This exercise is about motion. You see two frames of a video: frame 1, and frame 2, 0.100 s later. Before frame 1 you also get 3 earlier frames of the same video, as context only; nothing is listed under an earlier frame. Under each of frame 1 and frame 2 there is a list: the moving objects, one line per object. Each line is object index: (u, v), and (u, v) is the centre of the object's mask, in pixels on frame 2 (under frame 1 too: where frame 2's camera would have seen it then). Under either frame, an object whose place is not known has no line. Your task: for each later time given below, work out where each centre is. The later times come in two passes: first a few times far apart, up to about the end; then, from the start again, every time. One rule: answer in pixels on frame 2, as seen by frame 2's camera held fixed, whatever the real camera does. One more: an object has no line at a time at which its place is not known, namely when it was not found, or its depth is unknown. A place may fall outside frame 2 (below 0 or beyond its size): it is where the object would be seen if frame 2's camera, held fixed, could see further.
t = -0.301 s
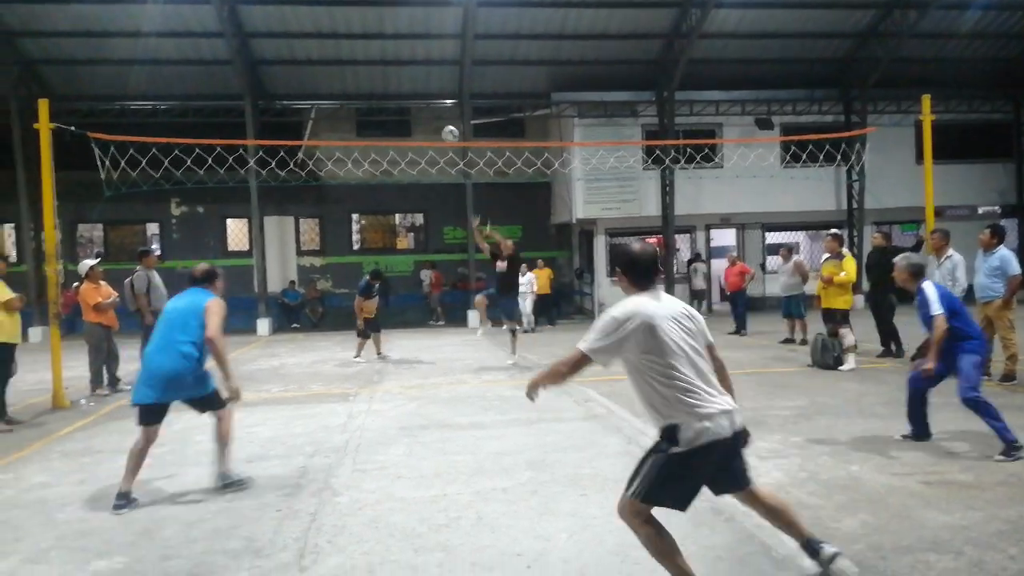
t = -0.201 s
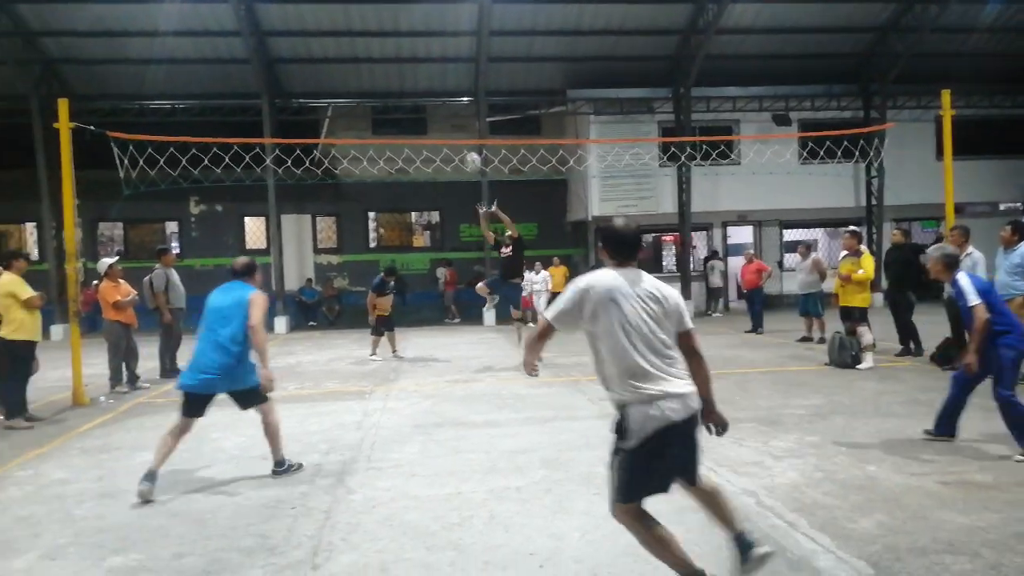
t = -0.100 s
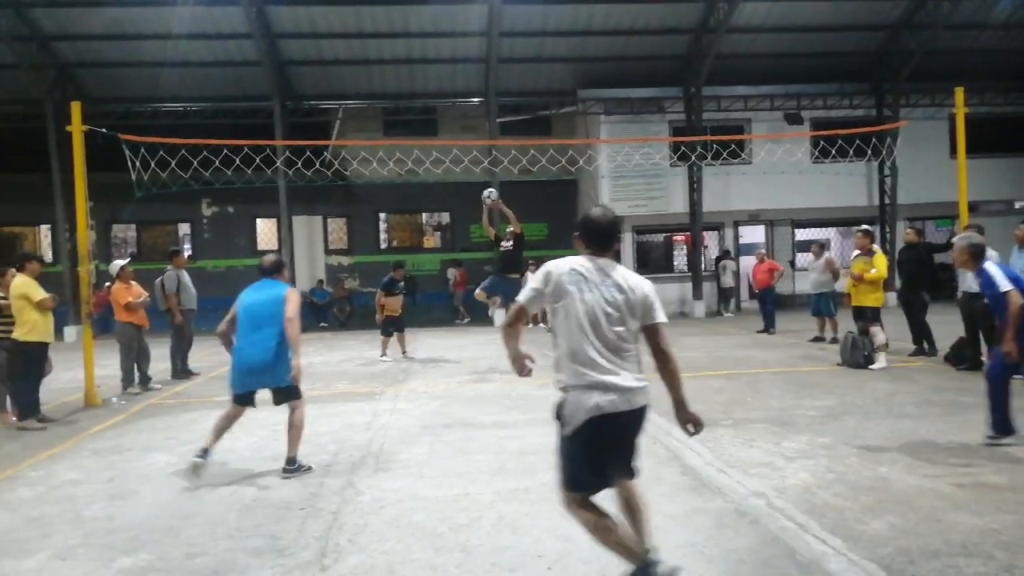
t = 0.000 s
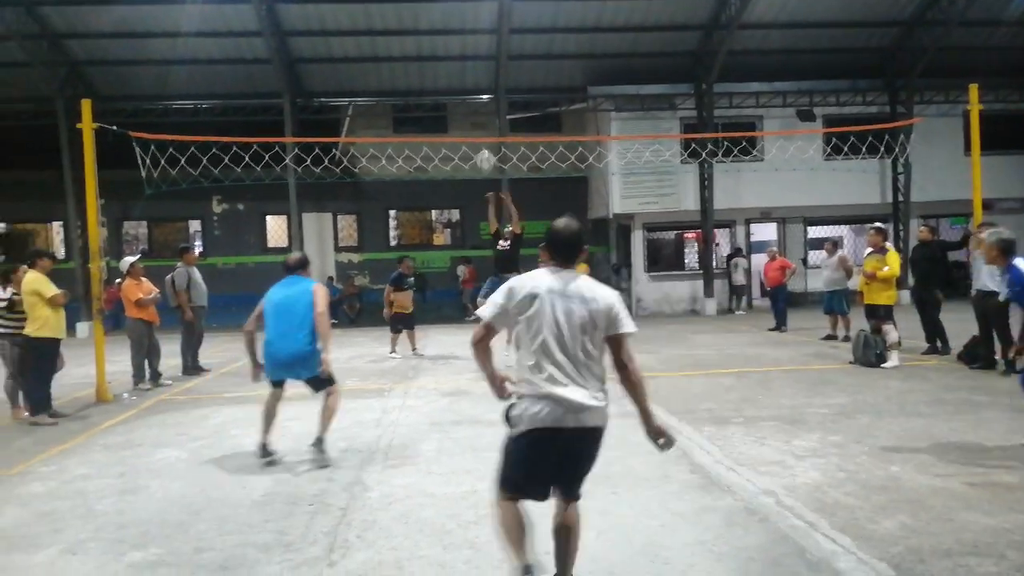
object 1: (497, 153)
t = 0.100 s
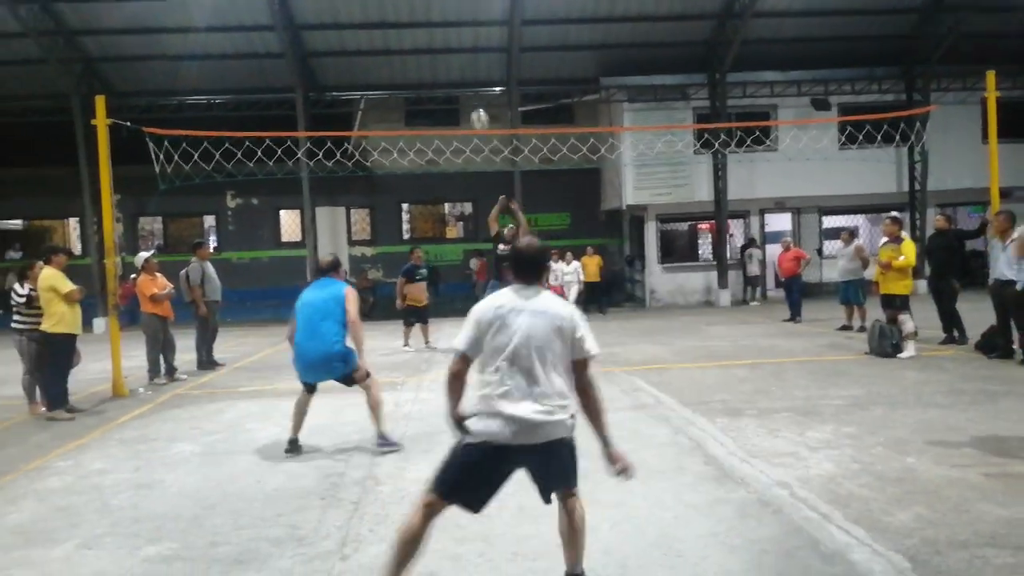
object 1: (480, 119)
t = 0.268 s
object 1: (446, 76)
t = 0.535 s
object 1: (382, 47)
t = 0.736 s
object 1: (324, 75)
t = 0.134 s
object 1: (473, 109)
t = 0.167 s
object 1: (466, 100)
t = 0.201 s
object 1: (460, 91)
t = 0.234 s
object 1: (453, 84)
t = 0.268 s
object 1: (446, 76)
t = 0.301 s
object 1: (439, 70)
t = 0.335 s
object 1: (432, 64)
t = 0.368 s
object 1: (424, 59)
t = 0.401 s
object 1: (416, 54)
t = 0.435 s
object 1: (408, 51)
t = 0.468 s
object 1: (399, 48)
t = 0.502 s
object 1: (391, 47)
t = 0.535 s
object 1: (382, 47)
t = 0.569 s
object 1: (374, 48)
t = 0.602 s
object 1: (365, 51)
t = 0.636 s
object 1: (355, 54)
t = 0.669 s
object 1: (345, 60)
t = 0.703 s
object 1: (334, 67)
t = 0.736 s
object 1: (324, 75)
